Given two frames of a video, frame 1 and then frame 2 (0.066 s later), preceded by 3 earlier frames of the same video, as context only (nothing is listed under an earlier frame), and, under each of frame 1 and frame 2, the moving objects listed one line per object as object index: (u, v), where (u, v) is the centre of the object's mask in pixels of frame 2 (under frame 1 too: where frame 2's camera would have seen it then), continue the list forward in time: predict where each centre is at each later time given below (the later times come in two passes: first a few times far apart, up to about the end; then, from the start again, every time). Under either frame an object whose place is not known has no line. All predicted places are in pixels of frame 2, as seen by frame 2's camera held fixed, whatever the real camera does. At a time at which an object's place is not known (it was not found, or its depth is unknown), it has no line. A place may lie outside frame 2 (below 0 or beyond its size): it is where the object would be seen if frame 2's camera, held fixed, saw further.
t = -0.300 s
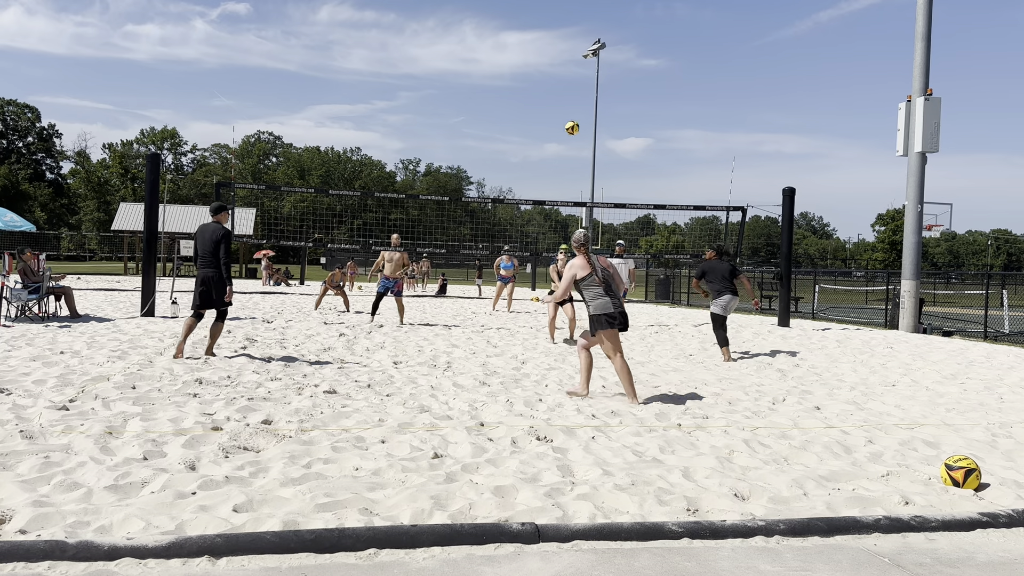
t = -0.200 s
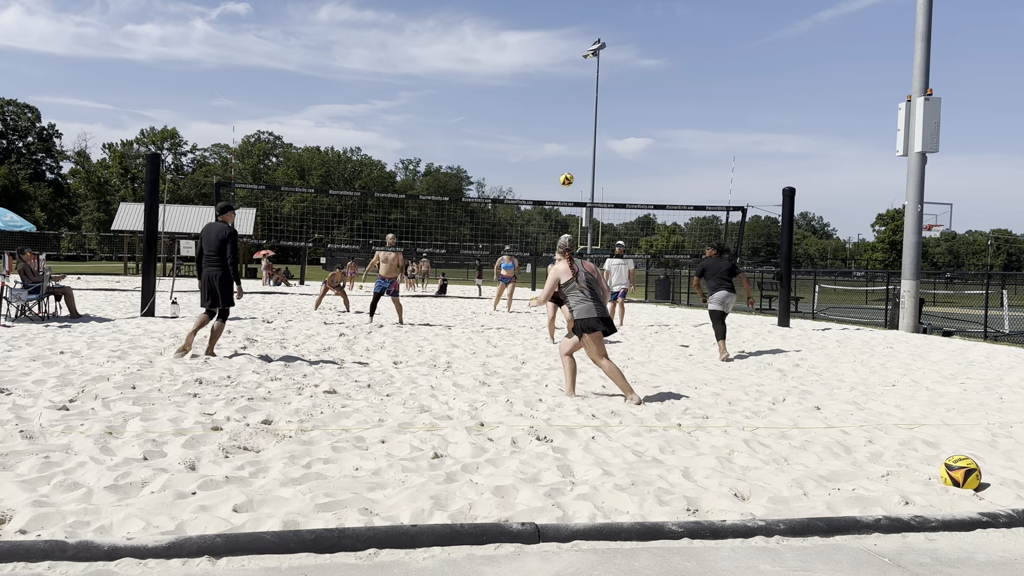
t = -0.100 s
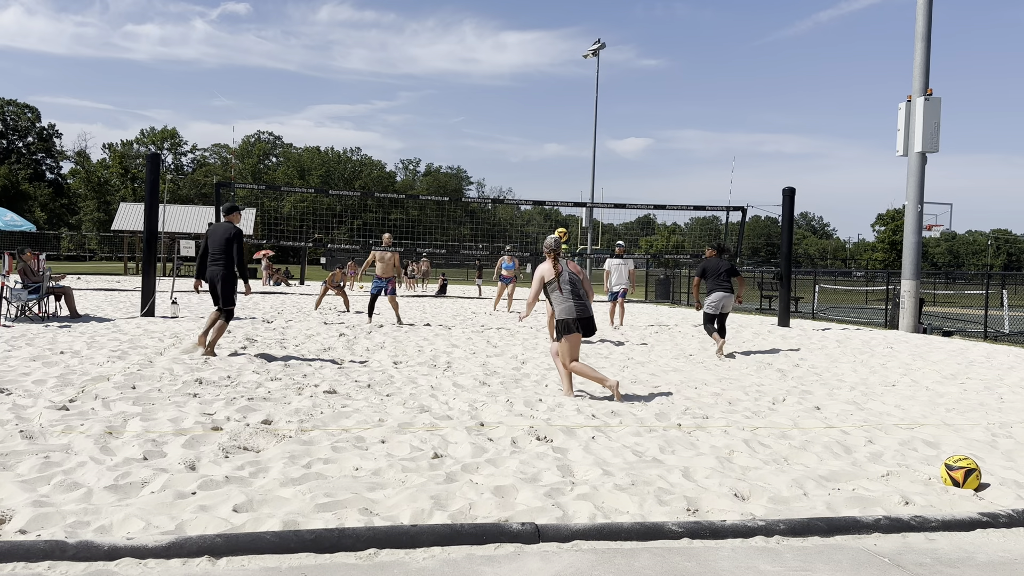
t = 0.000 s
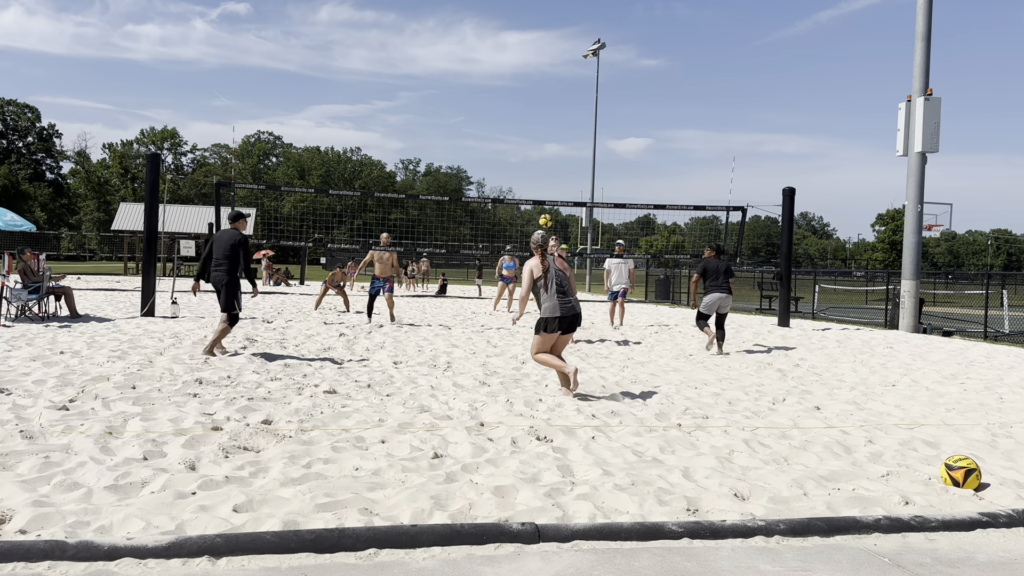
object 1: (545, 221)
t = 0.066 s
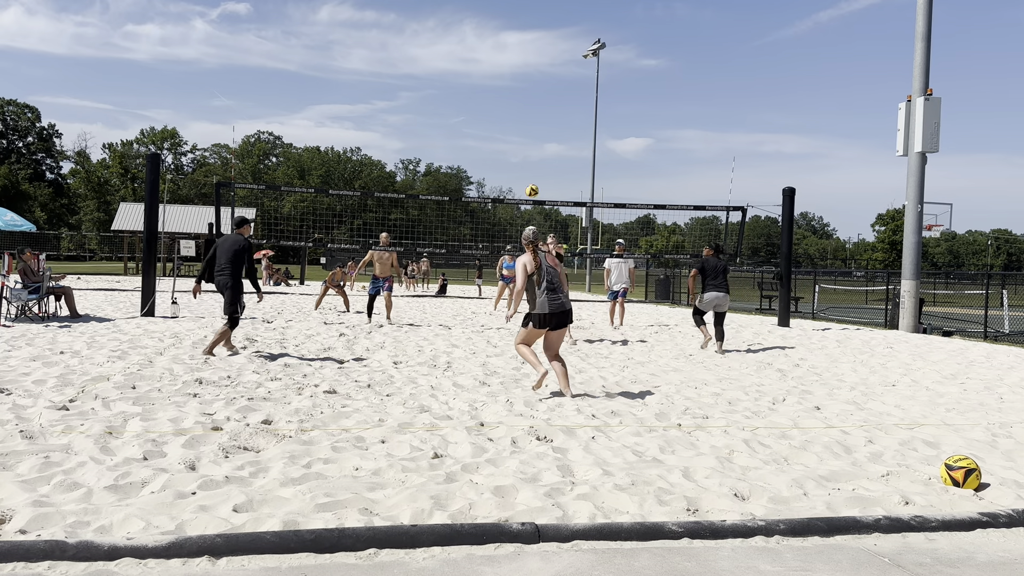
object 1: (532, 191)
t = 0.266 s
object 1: (492, 121)
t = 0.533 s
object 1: (440, 72)
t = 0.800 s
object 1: (393, 68)
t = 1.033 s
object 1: (354, 100)
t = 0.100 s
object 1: (525, 177)
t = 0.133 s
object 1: (518, 164)
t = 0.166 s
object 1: (511, 153)
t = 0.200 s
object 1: (505, 141)
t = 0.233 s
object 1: (498, 131)
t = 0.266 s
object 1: (492, 121)
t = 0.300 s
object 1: (485, 112)
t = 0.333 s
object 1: (478, 105)
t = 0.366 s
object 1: (472, 97)
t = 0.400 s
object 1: (466, 91)
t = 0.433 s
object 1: (459, 85)
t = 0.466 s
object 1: (453, 80)
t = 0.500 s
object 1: (446, 76)
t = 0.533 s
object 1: (440, 72)
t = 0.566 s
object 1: (434, 69)
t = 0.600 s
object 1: (428, 67)
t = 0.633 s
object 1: (422, 66)
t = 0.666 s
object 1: (416, 65)
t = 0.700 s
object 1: (410, 65)
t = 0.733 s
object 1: (404, 65)
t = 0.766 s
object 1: (399, 67)
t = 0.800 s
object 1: (393, 68)
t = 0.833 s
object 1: (387, 71)
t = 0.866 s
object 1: (382, 74)
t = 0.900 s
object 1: (376, 78)
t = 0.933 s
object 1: (370, 83)
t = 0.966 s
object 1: (365, 87)
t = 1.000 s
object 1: (359, 93)
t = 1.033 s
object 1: (354, 100)
